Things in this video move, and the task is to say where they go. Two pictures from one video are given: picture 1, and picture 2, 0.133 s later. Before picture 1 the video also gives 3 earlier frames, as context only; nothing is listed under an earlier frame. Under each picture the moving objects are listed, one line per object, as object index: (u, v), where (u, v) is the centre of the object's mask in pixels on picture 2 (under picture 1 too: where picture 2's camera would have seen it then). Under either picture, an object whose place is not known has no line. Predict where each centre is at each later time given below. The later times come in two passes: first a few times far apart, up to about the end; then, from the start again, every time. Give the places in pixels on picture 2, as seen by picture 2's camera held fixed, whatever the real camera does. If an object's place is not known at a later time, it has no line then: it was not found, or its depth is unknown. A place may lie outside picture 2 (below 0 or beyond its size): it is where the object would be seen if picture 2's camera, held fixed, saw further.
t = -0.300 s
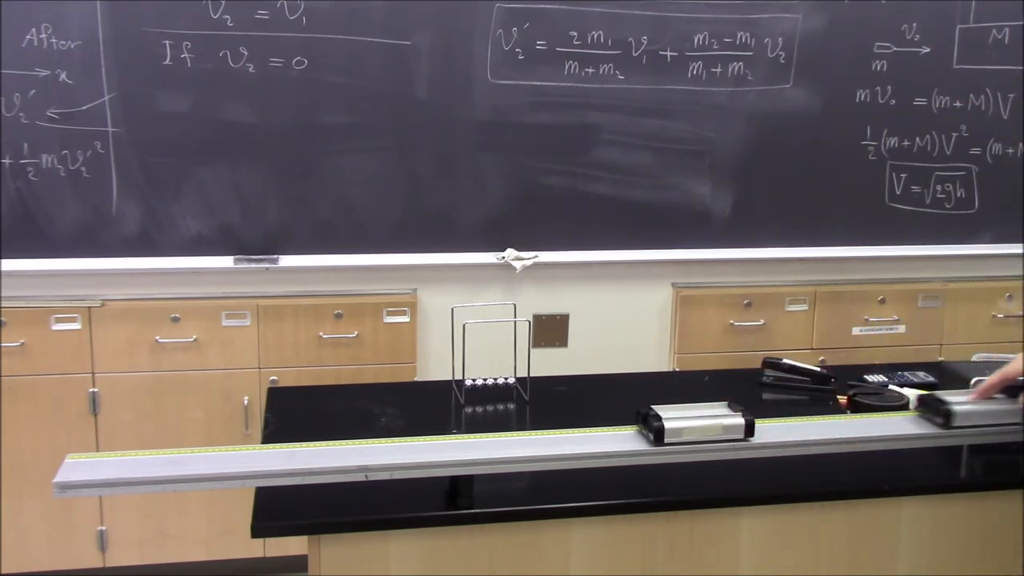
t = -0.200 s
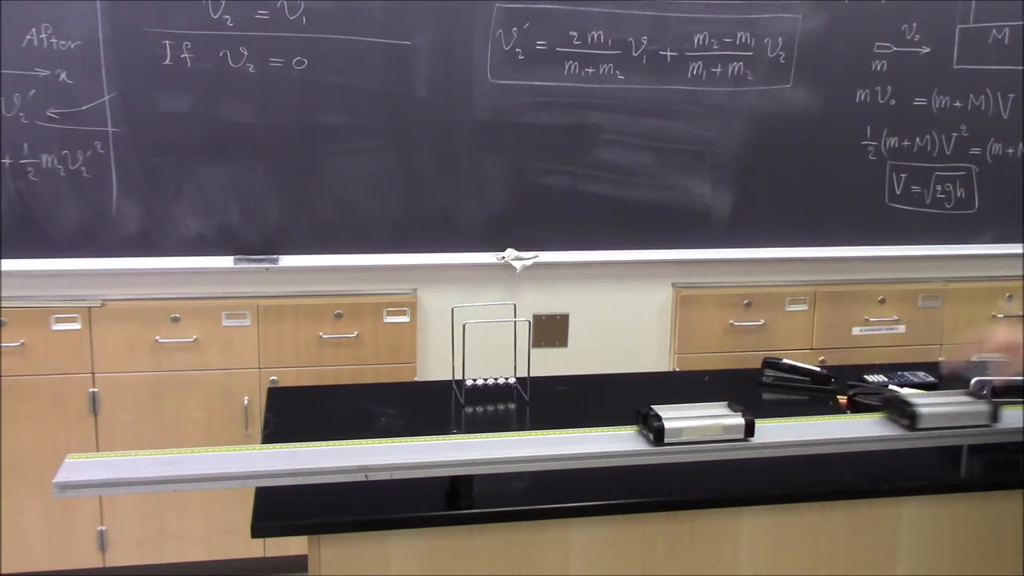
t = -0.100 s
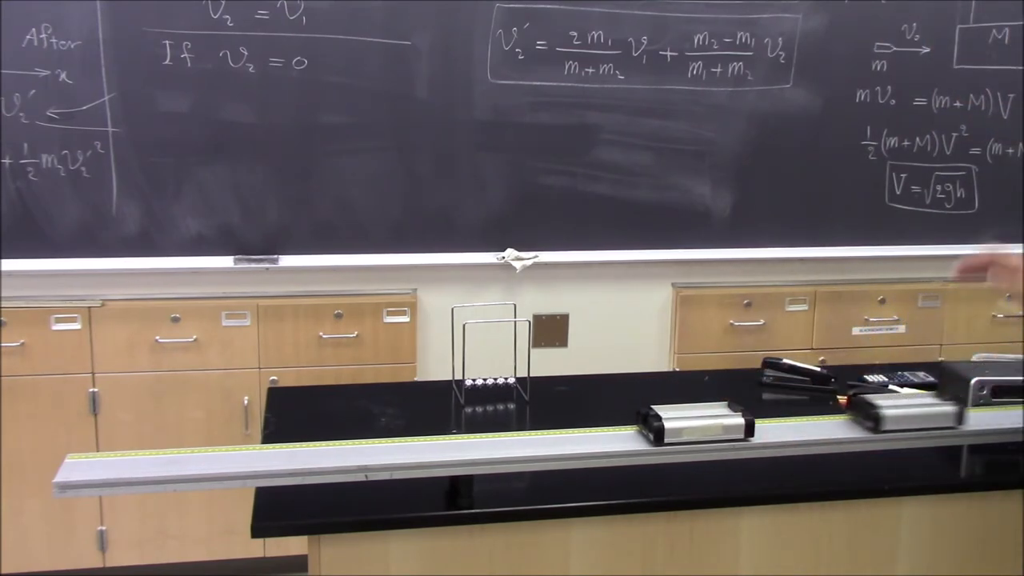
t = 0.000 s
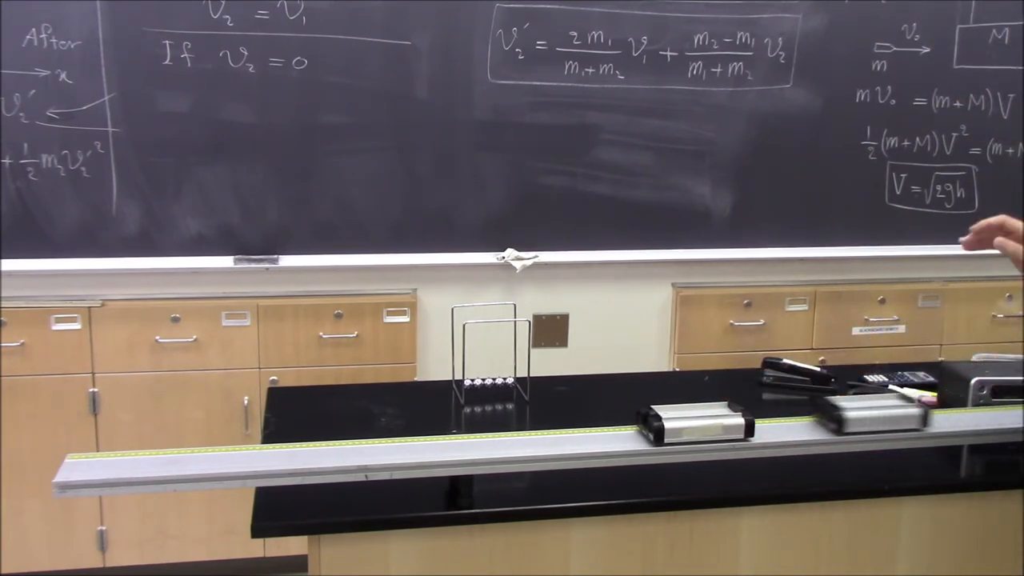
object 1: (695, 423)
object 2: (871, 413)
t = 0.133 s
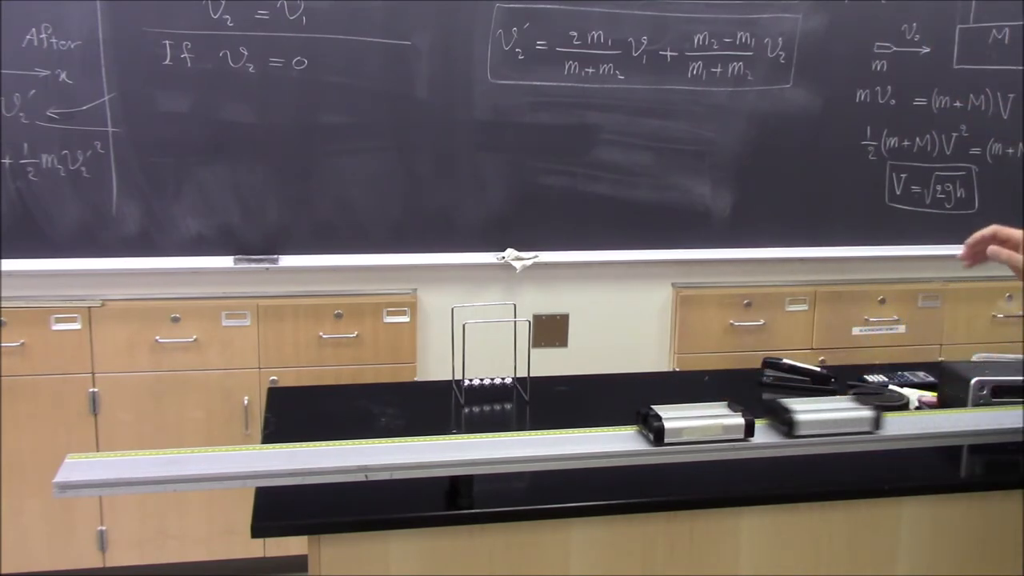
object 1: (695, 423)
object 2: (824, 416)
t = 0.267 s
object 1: (681, 424)
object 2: (790, 418)
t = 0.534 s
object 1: (585, 429)
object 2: (780, 418)
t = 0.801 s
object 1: (487, 434)
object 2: (772, 419)
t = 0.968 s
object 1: (425, 438)
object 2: (766, 419)
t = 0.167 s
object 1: (695, 423)
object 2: (811, 417)
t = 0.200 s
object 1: (695, 423)
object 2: (801, 418)
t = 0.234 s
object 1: (692, 424)
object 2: (795, 418)
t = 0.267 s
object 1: (681, 424)
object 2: (790, 418)
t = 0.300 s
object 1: (670, 425)
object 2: (788, 418)
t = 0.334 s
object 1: (657, 426)
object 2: (787, 418)
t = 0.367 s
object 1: (645, 426)
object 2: (786, 418)
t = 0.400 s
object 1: (633, 427)
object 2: (785, 418)
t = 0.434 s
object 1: (621, 428)
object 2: (785, 418)
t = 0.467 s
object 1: (609, 428)
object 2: (783, 418)
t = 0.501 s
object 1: (597, 429)
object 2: (781, 418)
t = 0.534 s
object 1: (585, 429)
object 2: (780, 418)
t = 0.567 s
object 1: (573, 430)
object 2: (779, 419)
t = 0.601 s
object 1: (561, 431)
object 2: (778, 419)
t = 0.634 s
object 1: (549, 431)
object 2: (777, 419)
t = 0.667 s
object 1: (536, 432)
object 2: (776, 419)
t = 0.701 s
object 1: (524, 433)
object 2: (774, 419)
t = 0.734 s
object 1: (512, 433)
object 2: (773, 419)
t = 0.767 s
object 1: (500, 434)
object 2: (772, 419)
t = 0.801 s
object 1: (487, 434)
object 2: (772, 419)
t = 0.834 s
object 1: (475, 435)
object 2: (771, 419)
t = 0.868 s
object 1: (463, 436)
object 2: (770, 419)
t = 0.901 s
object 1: (450, 436)
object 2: (768, 419)
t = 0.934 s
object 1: (437, 437)
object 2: (767, 419)
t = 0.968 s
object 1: (425, 438)
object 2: (766, 419)
